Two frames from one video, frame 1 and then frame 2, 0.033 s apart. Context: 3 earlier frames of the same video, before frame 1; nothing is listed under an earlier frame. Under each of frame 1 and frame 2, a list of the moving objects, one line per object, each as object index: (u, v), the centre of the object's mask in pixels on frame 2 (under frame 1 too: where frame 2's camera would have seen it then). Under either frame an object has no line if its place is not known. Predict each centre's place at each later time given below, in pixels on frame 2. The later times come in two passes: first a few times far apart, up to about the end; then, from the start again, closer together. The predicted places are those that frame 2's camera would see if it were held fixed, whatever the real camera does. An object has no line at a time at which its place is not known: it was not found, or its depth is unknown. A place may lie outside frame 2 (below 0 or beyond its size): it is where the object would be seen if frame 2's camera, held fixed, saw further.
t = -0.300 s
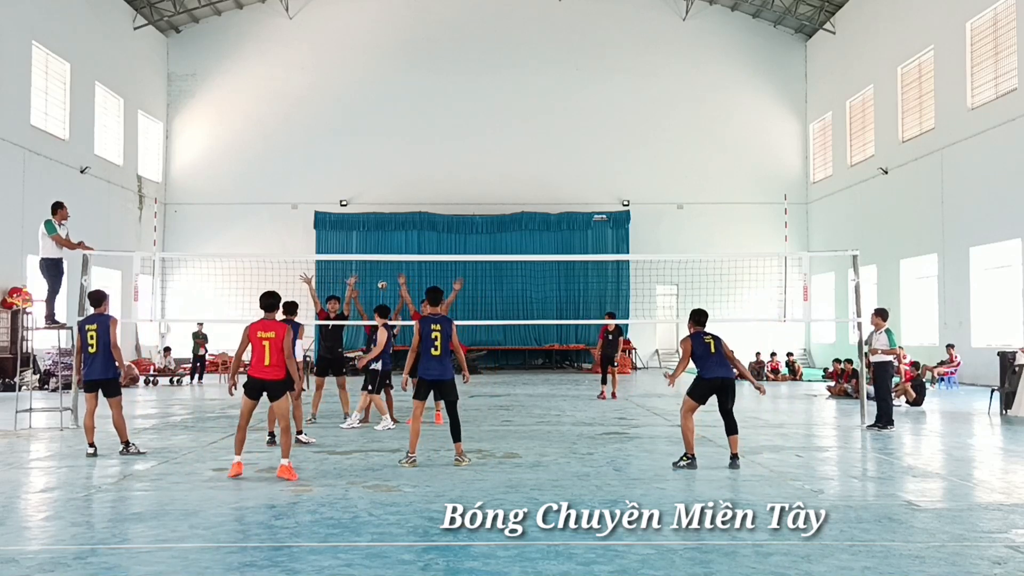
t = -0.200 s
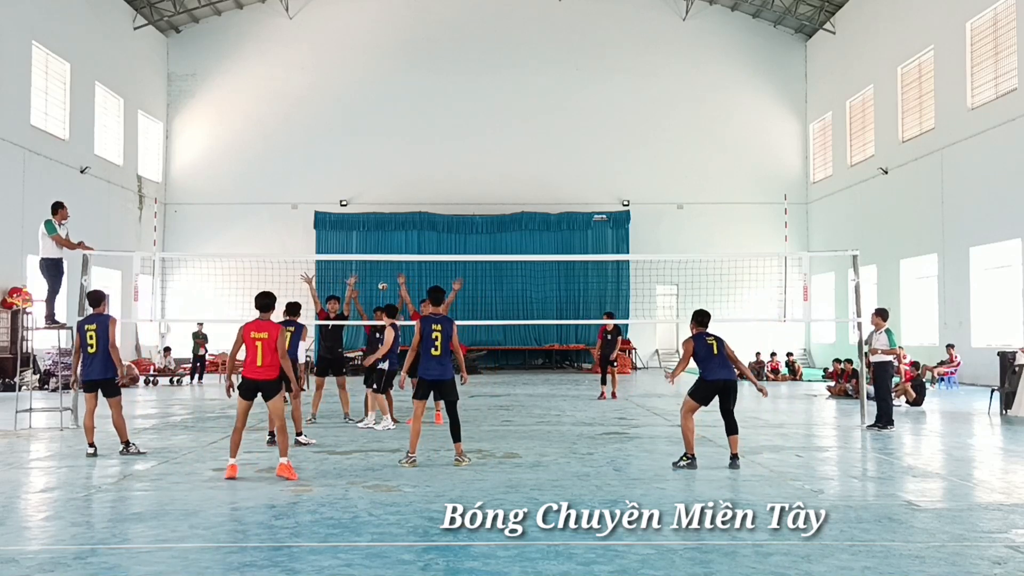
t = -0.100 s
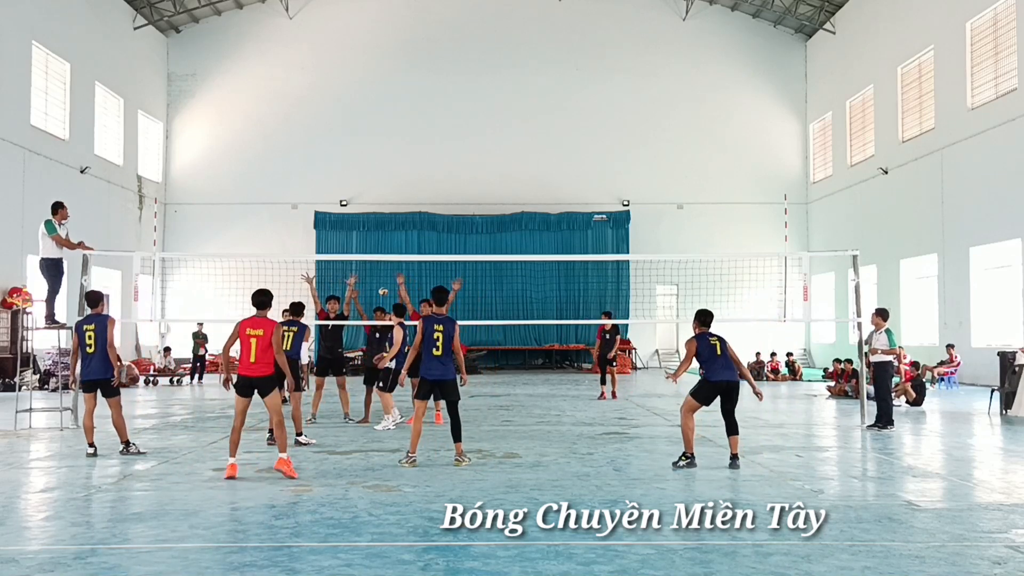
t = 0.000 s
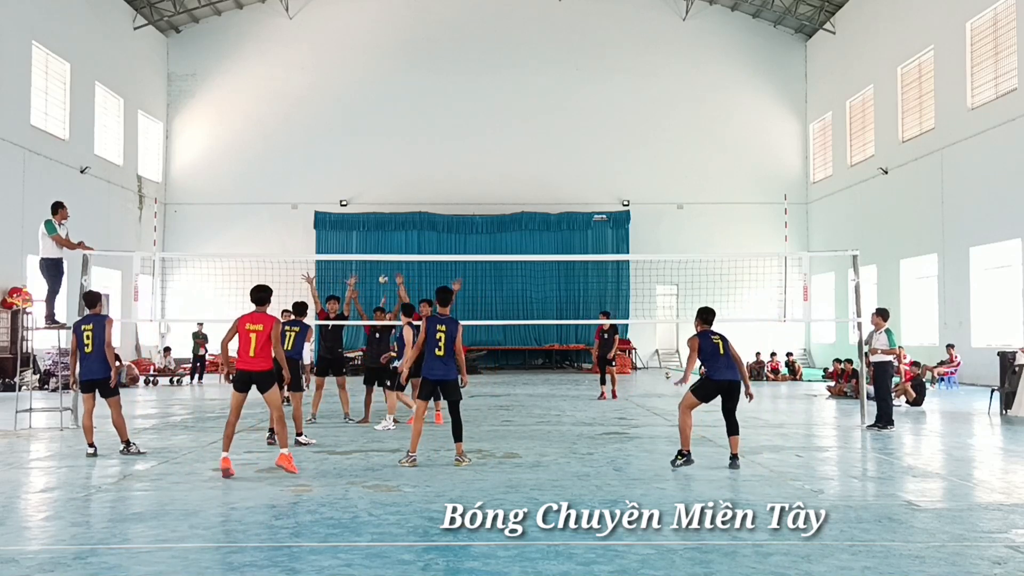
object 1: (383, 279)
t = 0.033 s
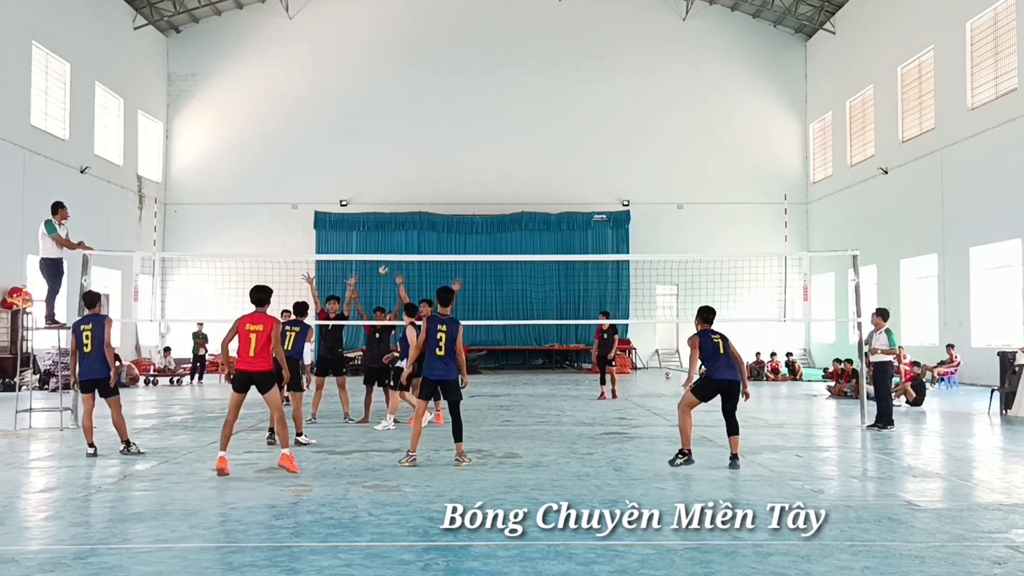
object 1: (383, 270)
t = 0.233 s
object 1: (381, 218)
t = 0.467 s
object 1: (382, 168)
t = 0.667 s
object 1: (385, 140)
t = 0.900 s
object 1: (388, 138)
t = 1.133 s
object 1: (392, 176)
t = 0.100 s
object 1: (383, 251)
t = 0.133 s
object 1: (382, 243)
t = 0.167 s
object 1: (382, 235)
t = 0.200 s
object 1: (382, 226)
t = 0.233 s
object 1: (381, 218)
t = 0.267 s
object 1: (382, 210)
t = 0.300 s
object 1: (381, 202)
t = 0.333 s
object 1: (381, 195)
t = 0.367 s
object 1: (381, 188)
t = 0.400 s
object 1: (382, 181)
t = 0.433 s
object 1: (382, 174)
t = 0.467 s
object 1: (382, 168)
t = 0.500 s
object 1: (383, 163)
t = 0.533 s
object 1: (383, 157)
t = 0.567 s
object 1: (383, 152)
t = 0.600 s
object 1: (383, 147)
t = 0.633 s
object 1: (384, 144)
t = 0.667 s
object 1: (385, 140)
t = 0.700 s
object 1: (385, 137)
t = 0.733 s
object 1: (386, 136)
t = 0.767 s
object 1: (386, 135)
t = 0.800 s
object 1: (387, 134)
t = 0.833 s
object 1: (387, 135)
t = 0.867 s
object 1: (387, 136)
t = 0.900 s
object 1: (388, 138)
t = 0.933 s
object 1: (388, 140)
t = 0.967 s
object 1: (389, 144)
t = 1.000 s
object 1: (389, 148)
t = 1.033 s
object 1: (390, 153)
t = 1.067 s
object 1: (391, 160)
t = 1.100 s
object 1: (392, 167)
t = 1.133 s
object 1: (392, 176)
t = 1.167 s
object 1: (393, 187)
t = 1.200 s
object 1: (393, 198)
